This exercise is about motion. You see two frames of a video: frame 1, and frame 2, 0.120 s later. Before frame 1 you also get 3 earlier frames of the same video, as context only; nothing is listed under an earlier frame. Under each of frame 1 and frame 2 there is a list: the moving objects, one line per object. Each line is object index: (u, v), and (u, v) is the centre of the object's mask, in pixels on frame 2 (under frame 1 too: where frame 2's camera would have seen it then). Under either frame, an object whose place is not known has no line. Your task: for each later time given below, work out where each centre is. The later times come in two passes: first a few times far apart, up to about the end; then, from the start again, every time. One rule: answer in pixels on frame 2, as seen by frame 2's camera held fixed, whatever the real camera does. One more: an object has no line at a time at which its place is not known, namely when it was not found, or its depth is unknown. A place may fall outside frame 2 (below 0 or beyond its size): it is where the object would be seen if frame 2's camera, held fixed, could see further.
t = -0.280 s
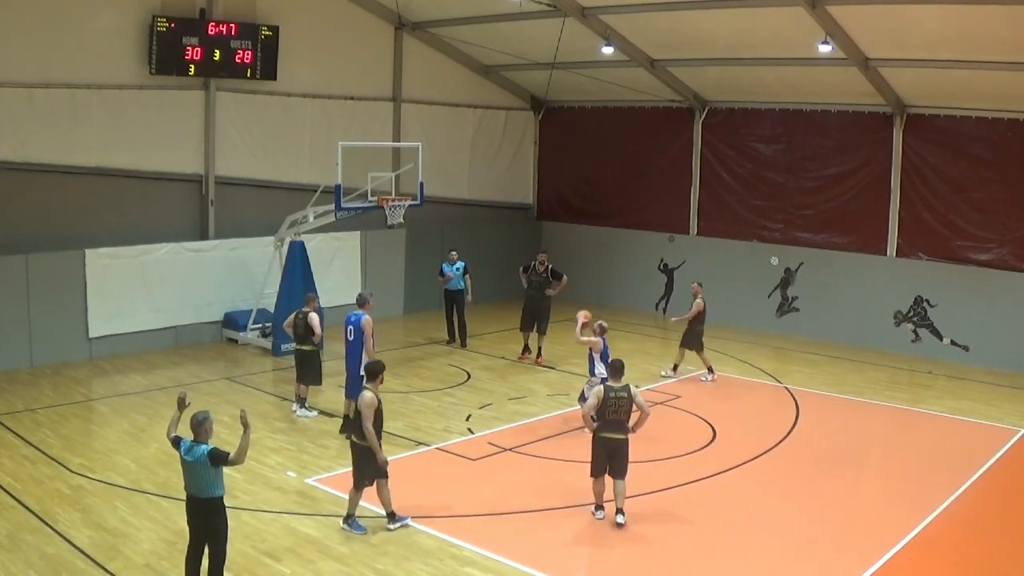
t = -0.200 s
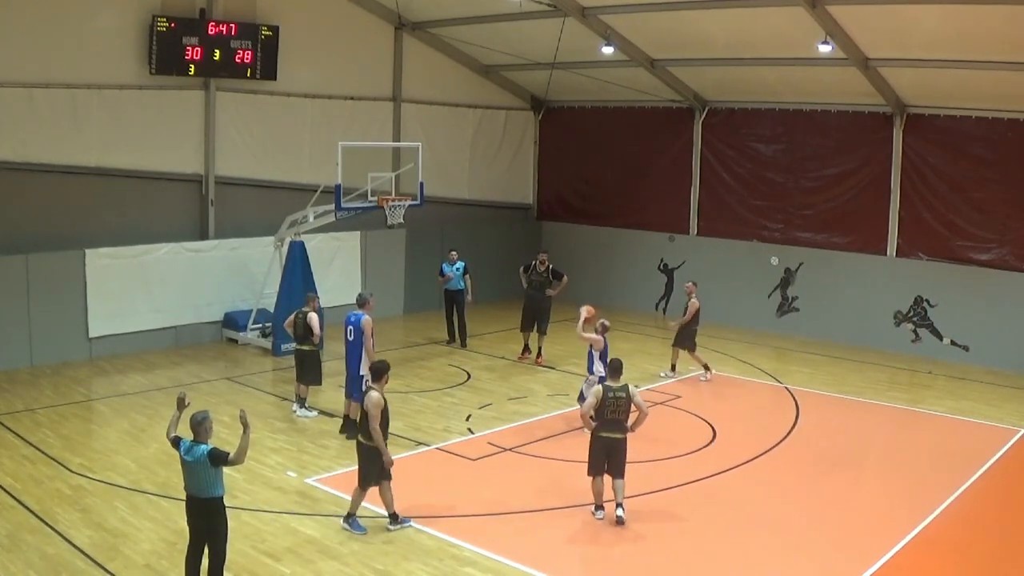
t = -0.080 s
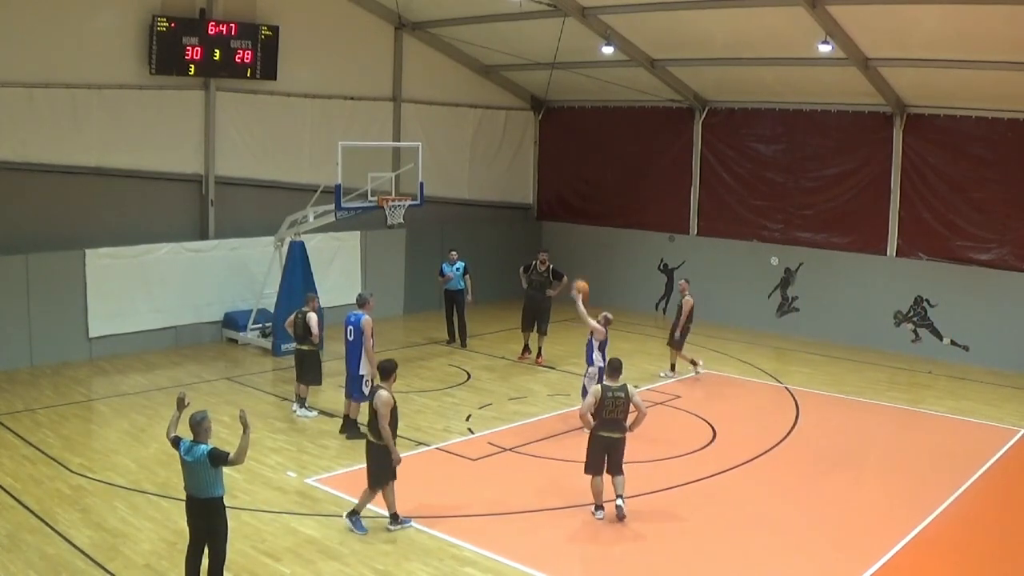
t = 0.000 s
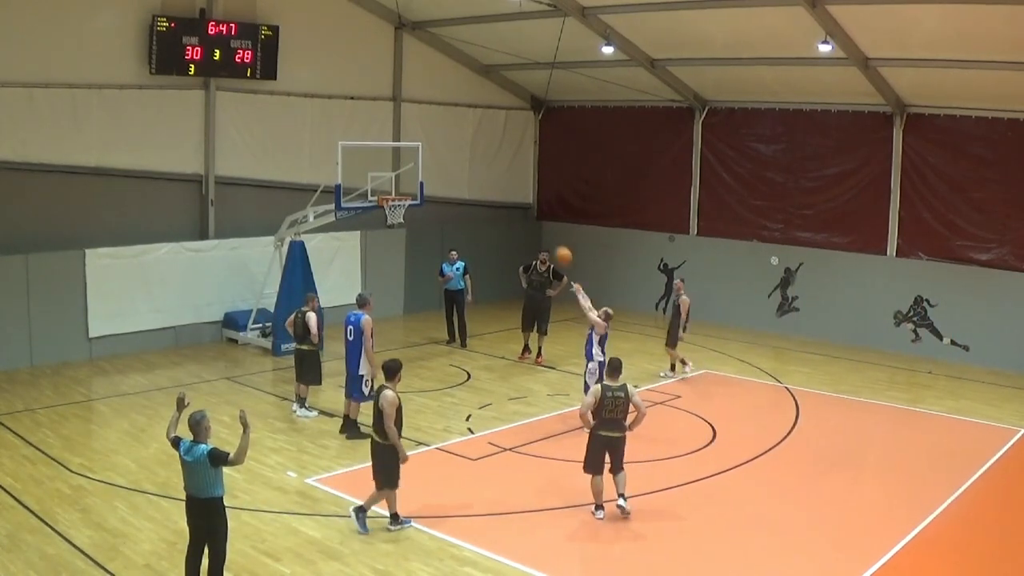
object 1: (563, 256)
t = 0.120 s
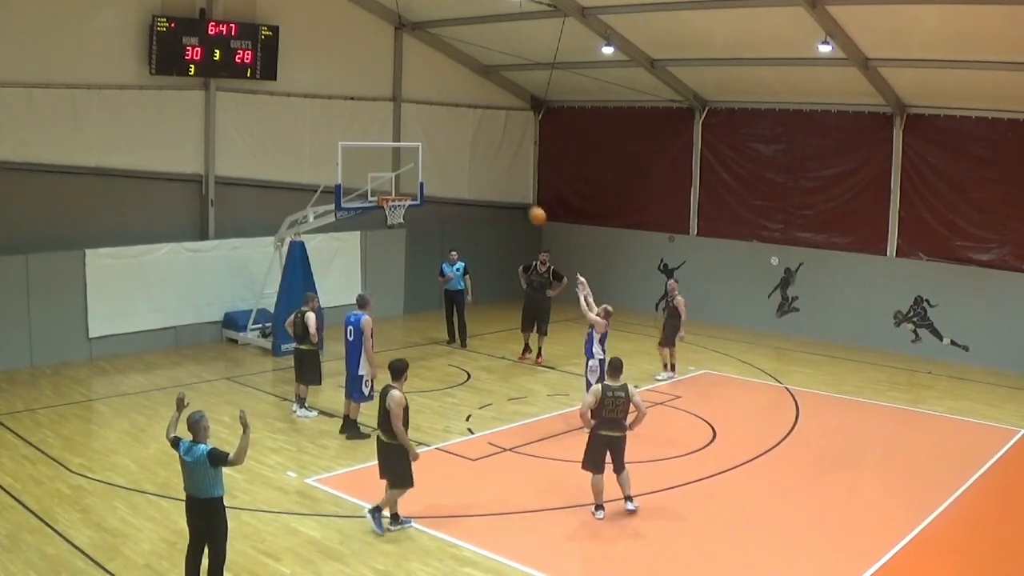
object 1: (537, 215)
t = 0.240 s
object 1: (511, 185)
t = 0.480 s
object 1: (464, 158)
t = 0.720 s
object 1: (419, 167)
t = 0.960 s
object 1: (399, 193)
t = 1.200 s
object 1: (409, 182)
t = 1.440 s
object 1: (422, 203)
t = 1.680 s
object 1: (432, 261)
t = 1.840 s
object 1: (440, 322)
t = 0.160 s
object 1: (528, 205)
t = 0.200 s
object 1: (520, 194)
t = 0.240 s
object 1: (511, 185)
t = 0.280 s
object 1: (503, 178)
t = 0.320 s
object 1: (495, 172)
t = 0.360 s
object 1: (487, 166)
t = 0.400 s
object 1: (479, 163)
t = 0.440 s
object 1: (471, 159)
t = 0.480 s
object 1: (464, 158)
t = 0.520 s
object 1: (456, 157)
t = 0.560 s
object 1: (448, 157)
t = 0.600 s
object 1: (440, 158)
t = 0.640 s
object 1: (433, 160)
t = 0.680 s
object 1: (427, 163)
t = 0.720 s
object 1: (419, 167)
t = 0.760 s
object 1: (412, 171)
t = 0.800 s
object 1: (404, 177)
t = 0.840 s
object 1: (399, 183)
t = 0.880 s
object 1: (393, 190)
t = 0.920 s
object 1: (391, 193)
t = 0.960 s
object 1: (399, 193)
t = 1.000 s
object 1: (402, 191)
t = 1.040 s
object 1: (403, 187)
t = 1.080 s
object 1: (404, 186)
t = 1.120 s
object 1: (407, 182)
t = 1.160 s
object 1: (408, 182)
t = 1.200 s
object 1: (409, 182)
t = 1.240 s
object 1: (411, 183)
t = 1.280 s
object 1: (414, 185)
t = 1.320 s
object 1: (416, 188)
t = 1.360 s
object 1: (417, 192)
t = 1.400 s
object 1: (419, 197)
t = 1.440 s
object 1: (422, 203)
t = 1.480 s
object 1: (424, 210)
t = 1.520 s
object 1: (425, 218)
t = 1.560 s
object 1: (427, 227)
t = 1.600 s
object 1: (429, 238)
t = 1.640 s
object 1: (430, 249)
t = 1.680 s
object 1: (432, 261)
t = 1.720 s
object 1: (435, 276)
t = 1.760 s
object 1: (436, 290)
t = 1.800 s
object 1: (438, 306)
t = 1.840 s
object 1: (440, 322)
